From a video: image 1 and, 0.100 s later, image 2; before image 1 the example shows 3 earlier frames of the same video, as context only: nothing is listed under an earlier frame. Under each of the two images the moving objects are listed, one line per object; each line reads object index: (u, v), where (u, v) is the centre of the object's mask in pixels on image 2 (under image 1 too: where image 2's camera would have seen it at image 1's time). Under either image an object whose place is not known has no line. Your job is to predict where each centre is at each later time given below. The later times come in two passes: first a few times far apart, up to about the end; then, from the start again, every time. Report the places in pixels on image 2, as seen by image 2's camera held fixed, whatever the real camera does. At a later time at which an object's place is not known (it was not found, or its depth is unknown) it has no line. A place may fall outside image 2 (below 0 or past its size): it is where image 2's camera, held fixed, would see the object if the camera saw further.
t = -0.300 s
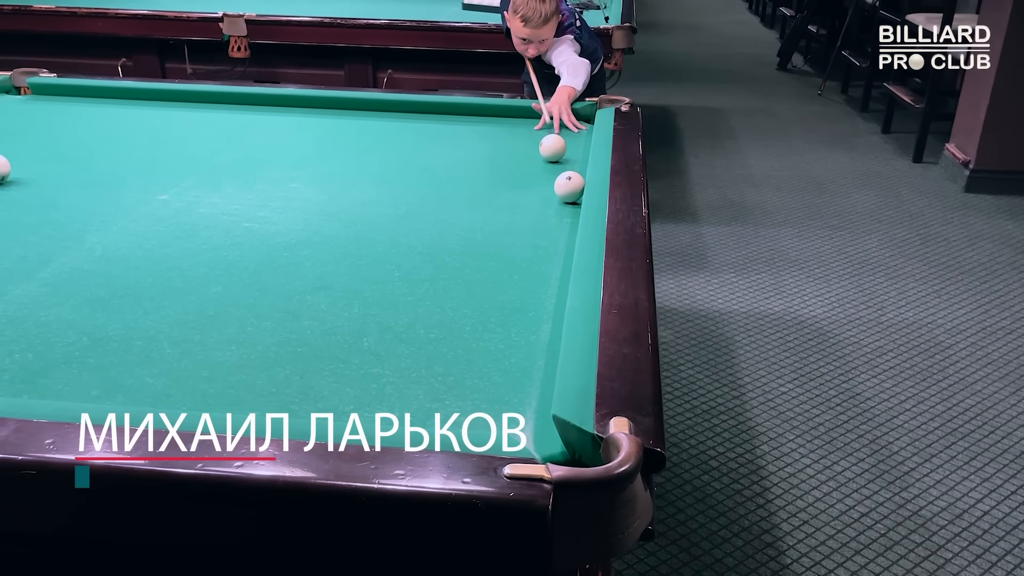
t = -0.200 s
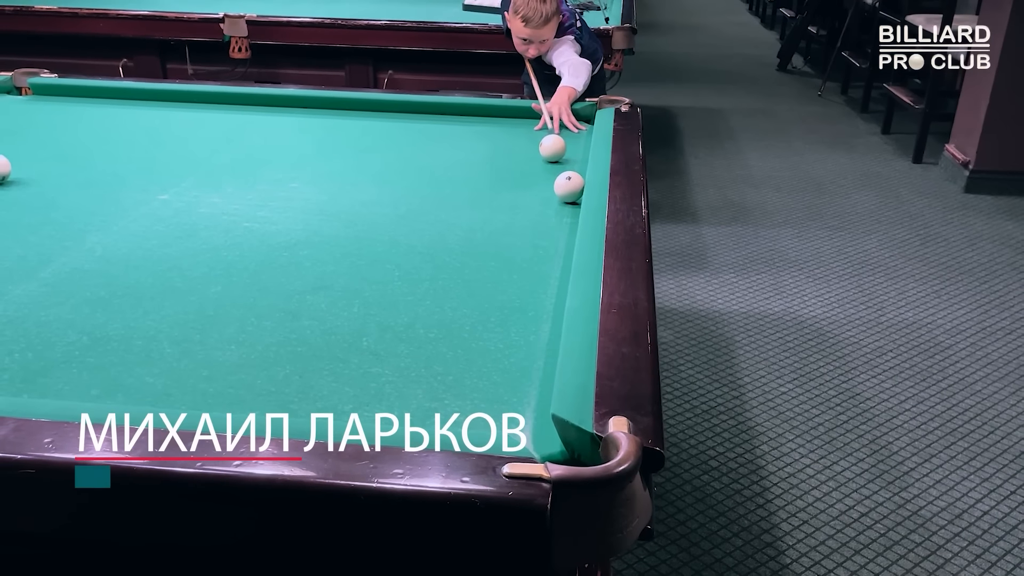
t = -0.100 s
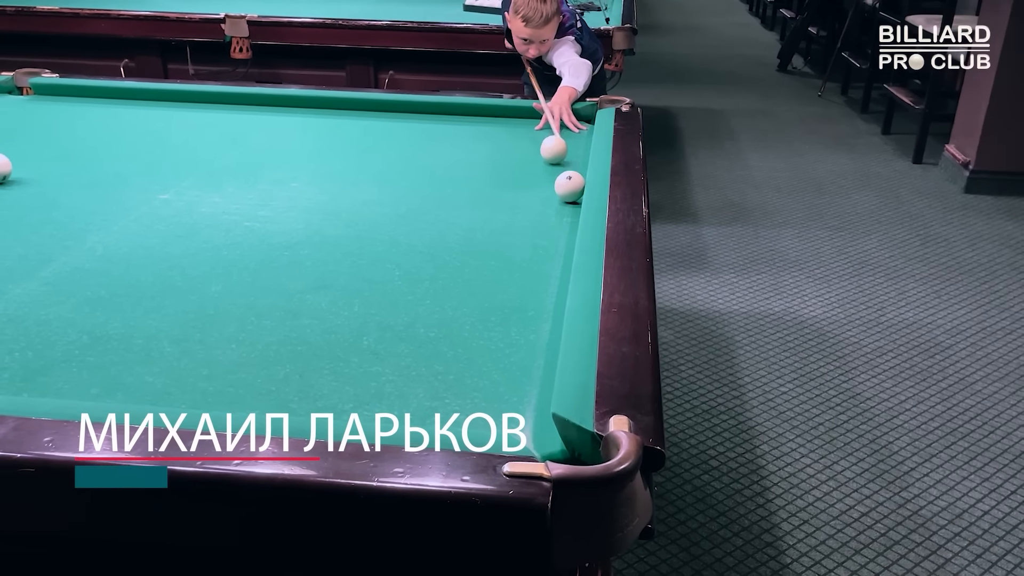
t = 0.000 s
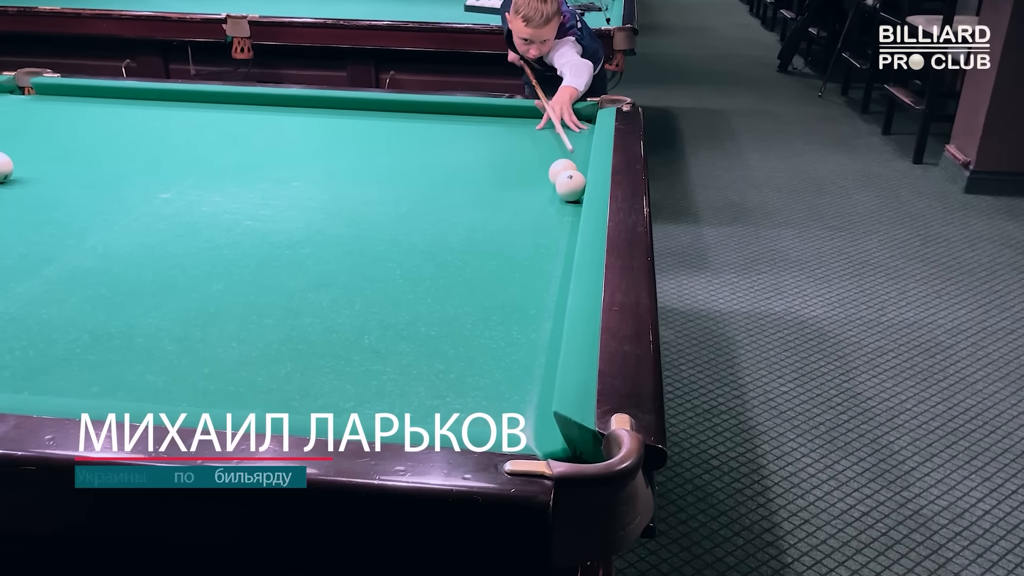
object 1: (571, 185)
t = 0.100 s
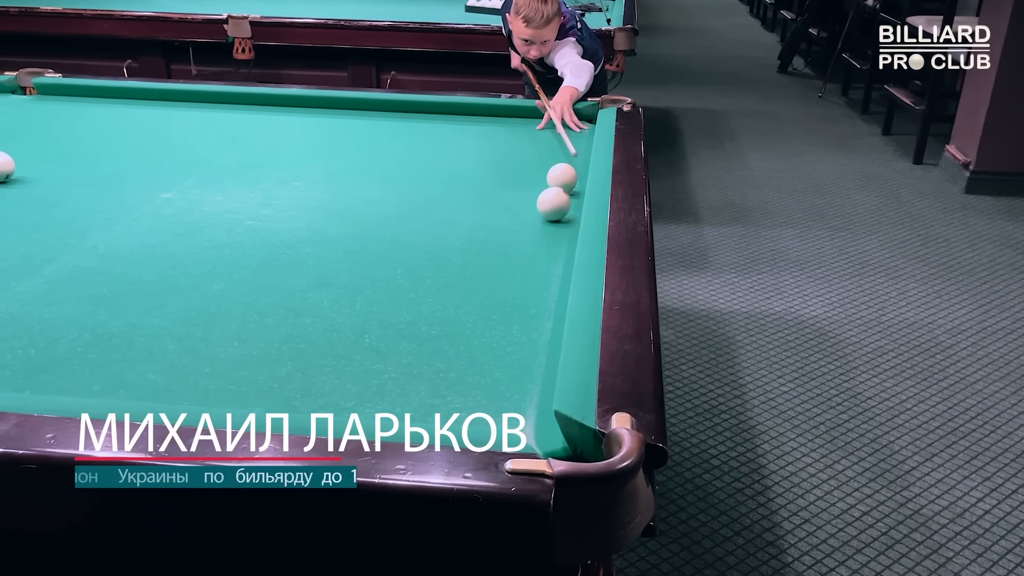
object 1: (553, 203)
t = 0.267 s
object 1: (517, 236)
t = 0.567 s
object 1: (436, 304)
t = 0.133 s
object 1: (546, 210)
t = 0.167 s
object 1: (539, 217)
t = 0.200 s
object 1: (531, 223)
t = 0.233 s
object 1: (524, 229)
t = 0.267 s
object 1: (517, 236)
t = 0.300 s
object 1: (509, 242)
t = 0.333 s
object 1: (502, 249)
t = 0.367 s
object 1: (494, 256)
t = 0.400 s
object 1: (485, 263)
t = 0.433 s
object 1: (476, 271)
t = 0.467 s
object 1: (467, 279)
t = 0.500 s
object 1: (457, 287)
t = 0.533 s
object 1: (447, 295)
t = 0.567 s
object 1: (436, 304)
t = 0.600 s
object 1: (425, 314)
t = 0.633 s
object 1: (413, 324)
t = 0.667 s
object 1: (401, 334)
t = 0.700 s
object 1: (388, 345)
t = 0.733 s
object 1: (374, 357)
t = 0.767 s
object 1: (360, 369)
